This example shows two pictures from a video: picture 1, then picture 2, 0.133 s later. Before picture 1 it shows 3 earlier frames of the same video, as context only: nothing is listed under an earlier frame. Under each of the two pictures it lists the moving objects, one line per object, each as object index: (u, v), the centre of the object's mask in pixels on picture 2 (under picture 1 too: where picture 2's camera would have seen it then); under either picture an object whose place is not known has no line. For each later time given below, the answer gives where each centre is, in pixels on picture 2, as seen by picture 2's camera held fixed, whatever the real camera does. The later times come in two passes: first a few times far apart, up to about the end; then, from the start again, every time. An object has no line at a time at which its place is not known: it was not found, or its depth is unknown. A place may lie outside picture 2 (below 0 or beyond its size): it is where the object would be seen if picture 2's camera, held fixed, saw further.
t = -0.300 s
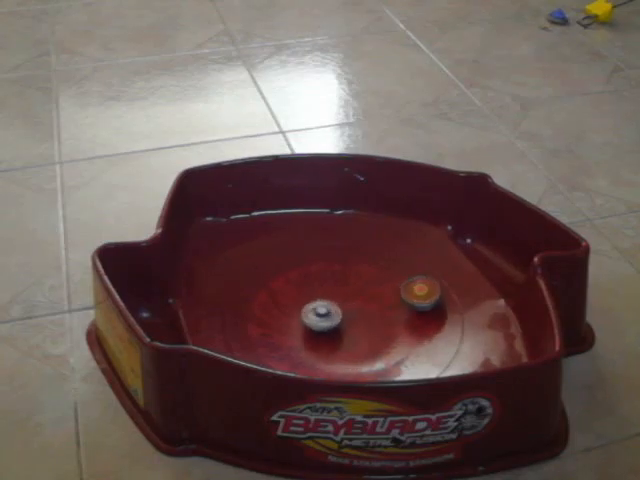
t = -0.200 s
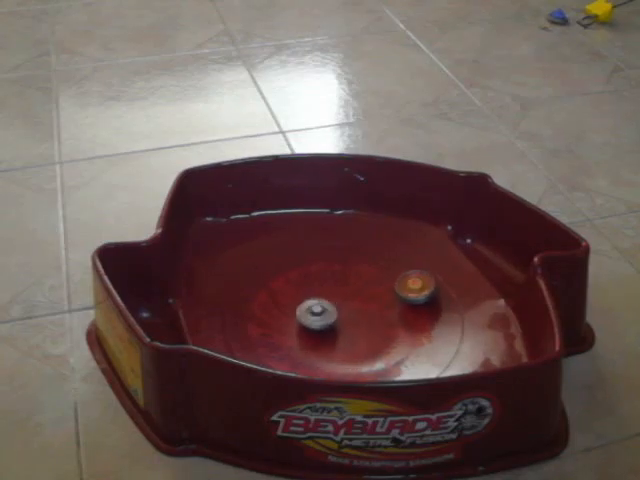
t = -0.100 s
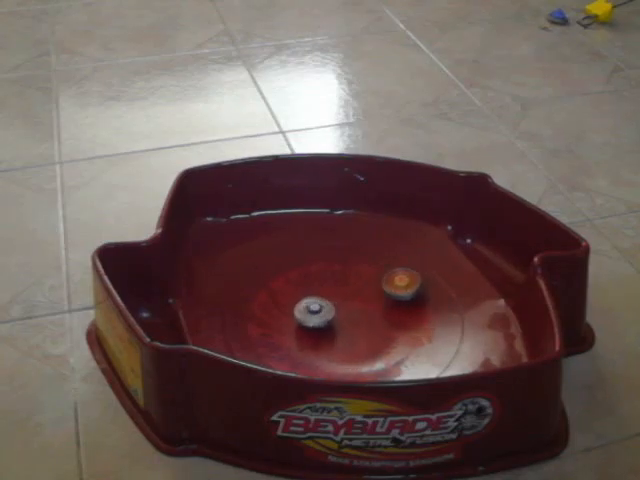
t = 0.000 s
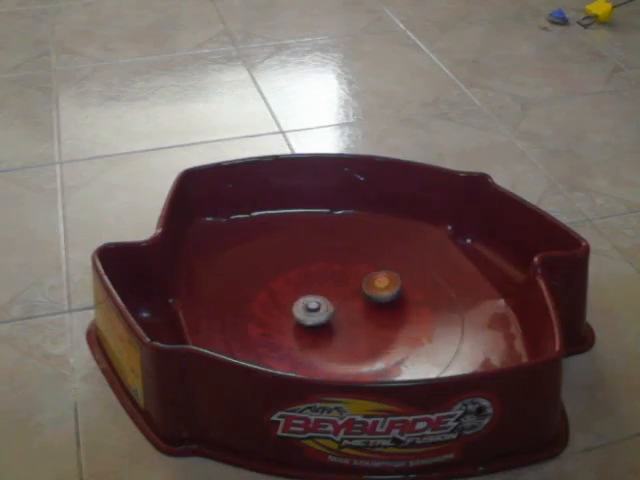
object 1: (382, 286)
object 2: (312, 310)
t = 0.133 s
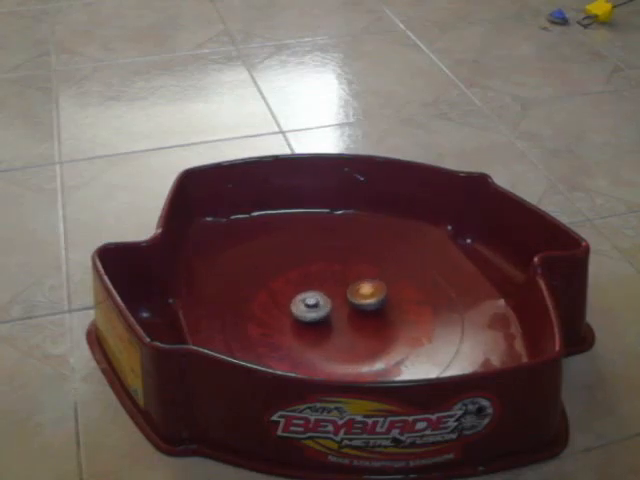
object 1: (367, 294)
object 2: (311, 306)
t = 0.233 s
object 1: (362, 302)
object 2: (309, 302)
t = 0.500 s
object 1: (343, 322)
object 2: (316, 294)
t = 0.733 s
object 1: (320, 332)
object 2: (331, 289)
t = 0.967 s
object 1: (300, 338)
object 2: (352, 293)
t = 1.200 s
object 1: (305, 338)
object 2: (358, 299)
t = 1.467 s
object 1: (305, 324)
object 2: (359, 304)
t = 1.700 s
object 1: (309, 307)
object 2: (360, 307)
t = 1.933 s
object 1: (320, 290)
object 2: (360, 307)
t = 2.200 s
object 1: (330, 279)
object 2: (356, 307)
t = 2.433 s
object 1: (335, 281)
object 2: (359, 310)
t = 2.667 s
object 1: (342, 282)
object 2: (367, 321)
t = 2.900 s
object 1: (357, 290)
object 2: (367, 332)
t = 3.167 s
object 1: (376, 300)
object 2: (359, 338)
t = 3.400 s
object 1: (385, 311)
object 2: (350, 337)
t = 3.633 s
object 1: (384, 322)
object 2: (339, 330)
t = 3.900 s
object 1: (377, 331)
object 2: (336, 313)
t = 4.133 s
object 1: (365, 335)
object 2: (344, 299)
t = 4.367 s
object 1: (349, 333)
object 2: (362, 290)
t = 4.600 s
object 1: (335, 325)
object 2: (383, 299)
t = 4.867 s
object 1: (323, 313)
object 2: (374, 311)
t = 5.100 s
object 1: (284, 291)
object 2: (396, 319)
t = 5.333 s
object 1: (254, 287)
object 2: (412, 331)
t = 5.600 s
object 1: (271, 305)
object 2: (377, 332)
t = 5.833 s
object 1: (311, 310)
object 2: (353, 317)
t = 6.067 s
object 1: (297, 306)
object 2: (387, 302)
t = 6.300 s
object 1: (316, 308)
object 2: (370, 292)
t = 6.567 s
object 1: (337, 313)
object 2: (364, 288)
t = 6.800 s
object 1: (352, 320)
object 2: (344, 289)
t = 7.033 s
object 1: (361, 327)
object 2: (329, 285)
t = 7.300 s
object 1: (364, 335)
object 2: (329, 290)
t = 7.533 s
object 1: (363, 340)
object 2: (320, 298)
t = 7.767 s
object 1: (359, 340)
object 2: (314, 301)
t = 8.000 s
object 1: (353, 336)
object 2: (310, 306)
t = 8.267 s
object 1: (346, 326)
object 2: (306, 310)
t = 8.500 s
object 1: (351, 320)
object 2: (294, 308)
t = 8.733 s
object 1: (364, 315)
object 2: (306, 298)
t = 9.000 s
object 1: (379, 312)
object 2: (325, 306)
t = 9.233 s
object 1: (390, 311)
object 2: (333, 315)
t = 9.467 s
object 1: (395, 308)
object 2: (335, 320)
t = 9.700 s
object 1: (390, 303)
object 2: (336, 325)
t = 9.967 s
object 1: (380, 303)
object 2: (334, 327)
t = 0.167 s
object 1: (365, 297)
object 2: (310, 305)
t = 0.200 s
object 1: (364, 299)
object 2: (309, 304)
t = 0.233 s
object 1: (362, 302)
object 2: (309, 302)
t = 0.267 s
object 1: (360, 305)
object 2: (308, 301)
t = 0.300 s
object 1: (358, 308)
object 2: (309, 300)
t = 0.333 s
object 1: (356, 310)
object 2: (310, 298)
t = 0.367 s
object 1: (354, 313)
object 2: (312, 297)
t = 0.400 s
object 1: (352, 316)
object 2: (313, 296)
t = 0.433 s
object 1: (349, 318)
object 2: (314, 295)
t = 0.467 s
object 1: (347, 320)
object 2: (315, 294)
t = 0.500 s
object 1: (343, 322)
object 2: (316, 294)
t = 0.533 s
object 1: (340, 324)
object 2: (317, 293)
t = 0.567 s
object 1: (338, 326)
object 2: (319, 292)
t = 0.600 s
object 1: (334, 327)
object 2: (321, 292)
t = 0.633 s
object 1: (331, 329)
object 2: (322, 291)
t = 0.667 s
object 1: (327, 330)
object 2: (325, 290)
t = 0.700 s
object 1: (324, 331)
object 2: (328, 289)
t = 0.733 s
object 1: (320, 332)
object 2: (331, 289)
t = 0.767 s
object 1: (317, 333)
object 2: (334, 288)
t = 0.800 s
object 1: (313, 334)
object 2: (338, 288)
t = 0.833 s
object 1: (309, 335)
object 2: (342, 289)
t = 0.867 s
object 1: (306, 336)
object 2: (345, 290)
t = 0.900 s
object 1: (303, 337)
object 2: (348, 291)
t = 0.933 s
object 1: (302, 337)
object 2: (349, 292)
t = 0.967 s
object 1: (300, 338)
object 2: (352, 293)
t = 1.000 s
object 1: (300, 338)
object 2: (353, 295)
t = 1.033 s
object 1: (300, 339)
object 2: (355, 295)
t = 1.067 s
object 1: (300, 340)
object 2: (356, 296)
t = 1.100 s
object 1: (301, 340)
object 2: (357, 297)
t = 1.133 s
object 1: (302, 340)
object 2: (358, 298)
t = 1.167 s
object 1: (304, 339)
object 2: (358, 298)
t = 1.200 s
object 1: (305, 338)
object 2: (358, 299)
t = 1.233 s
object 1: (306, 338)
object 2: (358, 300)
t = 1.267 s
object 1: (306, 337)
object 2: (358, 301)
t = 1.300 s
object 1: (306, 336)
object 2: (358, 302)
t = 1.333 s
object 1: (307, 333)
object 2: (358, 302)
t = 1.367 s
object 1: (306, 331)
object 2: (359, 303)
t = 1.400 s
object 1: (306, 329)
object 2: (359, 303)
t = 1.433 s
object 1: (305, 326)
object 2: (359, 304)
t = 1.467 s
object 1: (305, 324)
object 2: (359, 304)
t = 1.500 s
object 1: (305, 322)
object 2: (359, 305)
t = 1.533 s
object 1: (305, 319)
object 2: (360, 305)
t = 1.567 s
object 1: (306, 316)
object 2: (360, 306)
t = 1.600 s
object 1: (306, 314)
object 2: (360, 306)
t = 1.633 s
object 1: (307, 311)
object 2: (360, 307)
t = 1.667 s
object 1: (308, 309)
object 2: (360, 307)
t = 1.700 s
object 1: (309, 307)
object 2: (360, 307)
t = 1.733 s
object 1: (310, 304)
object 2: (360, 307)
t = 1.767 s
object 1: (311, 301)
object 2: (360, 307)
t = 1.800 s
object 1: (313, 299)
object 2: (360, 307)
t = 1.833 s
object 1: (314, 296)
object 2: (360, 307)
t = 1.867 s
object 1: (316, 294)
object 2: (360, 307)
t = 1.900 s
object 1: (318, 292)
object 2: (360, 307)
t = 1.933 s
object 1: (320, 290)
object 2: (360, 307)
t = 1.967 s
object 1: (322, 288)
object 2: (359, 307)
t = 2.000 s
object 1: (324, 286)
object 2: (359, 307)
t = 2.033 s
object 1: (325, 285)
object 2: (358, 306)
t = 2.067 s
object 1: (326, 284)
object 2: (358, 306)
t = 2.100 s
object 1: (327, 282)
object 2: (357, 306)
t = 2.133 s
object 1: (328, 281)
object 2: (356, 306)
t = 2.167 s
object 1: (329, 281)
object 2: (356, 306)
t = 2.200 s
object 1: (330, 279)
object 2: (356, 307)
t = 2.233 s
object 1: (330, 279)
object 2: (357, 308)
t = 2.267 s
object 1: (330, 278)
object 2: (357, 308)
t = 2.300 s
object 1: (331, 278)
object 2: (357, 309)
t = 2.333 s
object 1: (331, 279)
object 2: (357, 309)
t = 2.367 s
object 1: (332, 280)
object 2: (358, 310)
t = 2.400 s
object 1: (333, 280)
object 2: (358, 310)
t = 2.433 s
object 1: (335, 281)
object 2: (359, 310)
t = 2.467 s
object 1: (336, 281)
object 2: (359, 310)
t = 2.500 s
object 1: (338, 282)
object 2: (359, 310)
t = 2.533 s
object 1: (339, 281)
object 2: (361, 313)
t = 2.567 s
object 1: (340, 280)
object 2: (363, 316)
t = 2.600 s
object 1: (341, 280)
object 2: (365, 317)
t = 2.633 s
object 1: (342, 281)
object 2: (366, 319)
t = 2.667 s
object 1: (342, 282)
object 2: (367, 321)
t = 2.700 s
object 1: (344, 283)
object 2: (368, 323)
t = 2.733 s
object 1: (345, 284)
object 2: (368, 325)
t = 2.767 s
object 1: (348, 285)
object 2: (368, 326)
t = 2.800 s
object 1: (349, 286)
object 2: (369, 328)
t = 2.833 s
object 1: (352, 288)
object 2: (368, 330)
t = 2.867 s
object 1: (355, 289)
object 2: (368, 331)
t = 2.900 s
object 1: (357, 290)
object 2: (367, 332)
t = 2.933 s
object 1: (360, 291)
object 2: (367, 333)
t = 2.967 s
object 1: (363, 292)
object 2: (366, 334)
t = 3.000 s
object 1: (365, 293)
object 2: (365, 335)
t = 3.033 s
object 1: (368, 295)
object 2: (363, 335)
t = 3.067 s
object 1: (370, 296)
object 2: (363, 337)
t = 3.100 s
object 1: (372, 298)
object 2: (361, 337)
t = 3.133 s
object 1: (374, 299)
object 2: (360, 338)
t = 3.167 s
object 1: (376, 300)
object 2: (359, 338)
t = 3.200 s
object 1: (377, 302)
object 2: (358, 338)
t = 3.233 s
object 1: (379, 304)
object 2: (357, 339)
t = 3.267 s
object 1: (381, 305)
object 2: (356, 339)
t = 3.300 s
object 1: (382, 306)
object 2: (354, 339)
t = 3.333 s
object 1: (383, 308)
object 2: (353, 338)
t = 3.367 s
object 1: (384, 309)
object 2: (351, 337)
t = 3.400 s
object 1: (385, 311)
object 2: (350, 337)
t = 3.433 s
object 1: (385, 313)
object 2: (348, 336)
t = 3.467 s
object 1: (385, 314)
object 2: (347, 335)
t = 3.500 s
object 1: (385, 316)
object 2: (346, 334)
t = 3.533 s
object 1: (386, 317)
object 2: (344, 333)
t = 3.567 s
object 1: (385, 319)
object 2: (343, 332)
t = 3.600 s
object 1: (385, 320)
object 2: (341, 331)
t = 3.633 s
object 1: (384, 322)
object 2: (339, 330)
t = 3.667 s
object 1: (384, 323)
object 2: (338, 328)
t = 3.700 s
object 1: (383, 324)
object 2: (336, 326)
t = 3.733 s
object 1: (382, 325)
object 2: (335, 324)
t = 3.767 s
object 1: (381, 327)
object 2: (334, 322)
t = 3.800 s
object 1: (381, 328)
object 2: (334, 319)
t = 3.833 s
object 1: (379, 329)
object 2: (335, 317)
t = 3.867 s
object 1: (378, 330)
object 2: (335, 315)
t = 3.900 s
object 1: (377, 331)
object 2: (336, 313)
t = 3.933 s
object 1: (375, 332)
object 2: (337, 311)
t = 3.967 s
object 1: (373, 332)
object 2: (337, 309)
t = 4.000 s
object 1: (372, 333)
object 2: (338, 306)
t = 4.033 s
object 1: (371, 334)
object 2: (339, 305)
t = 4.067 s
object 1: (369, 334)
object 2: (341, 303)
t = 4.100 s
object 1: (367, 335)
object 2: (342, 301)
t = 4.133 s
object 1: (365, 335)
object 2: (344, 299)
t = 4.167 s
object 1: (363, 335)
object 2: (346, 297)
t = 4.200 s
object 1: (361, 335)
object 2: (349, 296)
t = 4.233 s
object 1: (358, 335)
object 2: (351, 295)
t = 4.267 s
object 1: (356, 335)
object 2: (354, 293)
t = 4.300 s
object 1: (354, 334)
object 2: (356, 292)
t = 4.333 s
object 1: (352, 334)
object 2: (359, 291)
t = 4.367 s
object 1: (349, 333)
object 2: (362, 290)
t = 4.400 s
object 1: (347, 332)
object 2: (365, 290)
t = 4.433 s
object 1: (345, 332)
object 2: (369, 290)
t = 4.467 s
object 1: (343, 331)
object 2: (373, 291)
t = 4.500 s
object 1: (341, 329)
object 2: (376, 293)
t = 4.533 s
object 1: (339, 328)
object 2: (380, 295)
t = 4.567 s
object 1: (337, 327)
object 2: (382, 297)
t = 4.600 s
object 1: (335, 325)
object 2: (383, 299)
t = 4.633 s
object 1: (333, 325)
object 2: (383, 302)
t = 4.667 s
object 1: (331, 323)
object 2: (383, 304)
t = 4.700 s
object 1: (330, 321)
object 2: (381, 305)
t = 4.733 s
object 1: (328, 320)
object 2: (380, 307)
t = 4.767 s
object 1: (327, 318)
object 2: (379, 307)
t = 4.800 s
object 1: (325, 317)
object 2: (377, 309)
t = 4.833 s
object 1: (324, 315)
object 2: (375, 310)
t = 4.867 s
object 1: (323, 313)
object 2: (374, 311)
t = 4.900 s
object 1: (322, 312)
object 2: (371, 312)
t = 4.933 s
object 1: (321, 310)
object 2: (368, 312)
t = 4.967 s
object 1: (320, 308)
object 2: (365, 312)
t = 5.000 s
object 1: (320, 306)
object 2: (363, 312)
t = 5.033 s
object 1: (317, 304)
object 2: (364, 313)
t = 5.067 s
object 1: (298, 298)
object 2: (381, 316)
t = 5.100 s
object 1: (284, 291)
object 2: (396, 319)
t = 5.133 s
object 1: (273, 286)
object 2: (407, 320)
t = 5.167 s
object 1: (266, 284)
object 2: (415, 321)
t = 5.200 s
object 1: (262, 283)
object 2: (417, 322)
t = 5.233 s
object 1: (259, 284)
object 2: (418, 324)
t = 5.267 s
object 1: (256, 285)
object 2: (417, 326)
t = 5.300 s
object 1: (255, 286)
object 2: (415, 328)
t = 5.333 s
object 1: (254, 287)
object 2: (412, 331)
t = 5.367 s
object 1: (254, 289)
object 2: (408, 335)
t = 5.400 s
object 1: (254, 291)
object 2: (403, 337)
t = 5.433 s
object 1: (255, 292)
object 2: (398, 338)
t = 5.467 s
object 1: (257, 294)
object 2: (392, 339)
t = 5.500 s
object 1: (260, 296)
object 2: (388, 338)
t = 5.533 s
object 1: (262, 299)
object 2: (383, 337)
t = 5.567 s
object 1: (266, 302)
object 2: (381, 334)
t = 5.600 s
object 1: (271, 305)
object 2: (377, 332)
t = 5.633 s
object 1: (277, 307)
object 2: (374, 330)
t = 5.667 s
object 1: (282, 310)
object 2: (370, 328)
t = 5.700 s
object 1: (288, 311)
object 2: (367, 325)
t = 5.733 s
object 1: (294, 312)
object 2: (363, 323)
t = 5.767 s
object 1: (300, 311)
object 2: (360, 321)
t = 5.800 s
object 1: (305, 311)
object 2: (356, 320)
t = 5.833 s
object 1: (311, 310)
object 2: (353, 317)
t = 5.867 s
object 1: (303, 308)
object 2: (362, 316)
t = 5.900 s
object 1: (297, 307)
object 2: (371, 314)
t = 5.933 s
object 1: (293, 306)
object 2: (378, 311)
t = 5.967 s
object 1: (292, 305)
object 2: (383, 308)
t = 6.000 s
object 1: (293, 305)
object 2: (385, 306)
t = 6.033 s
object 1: (295, 305)
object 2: (387, 303)
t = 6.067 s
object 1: (297, 306)
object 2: (387, 302)
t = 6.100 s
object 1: (300, 306)
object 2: (386, 301)
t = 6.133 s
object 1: (302, 306)
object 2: (383, 300)
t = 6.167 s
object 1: (305, 307)
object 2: (380, 299)
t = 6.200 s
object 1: (308, 307)
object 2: (378, 298)
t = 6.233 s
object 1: (311, 308)
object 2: (375, 296)
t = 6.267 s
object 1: (313, 308)
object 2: (373, 294)
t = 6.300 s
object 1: (316, 308)
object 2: (370, 292)
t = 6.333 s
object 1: (319, 309)
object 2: (368, 290)
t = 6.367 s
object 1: (322, 310)
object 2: (367, 288)
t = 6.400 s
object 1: (325, 310)
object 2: (366, 287)
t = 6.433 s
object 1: (328, 311)
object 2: (366, 287)
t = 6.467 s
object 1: (330, 311)
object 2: (366, 287)
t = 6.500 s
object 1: (332, 312)
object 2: (365, 287)
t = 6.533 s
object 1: (335, 312)
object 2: (365, 287)
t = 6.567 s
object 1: (337, 313)
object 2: (364, 288)
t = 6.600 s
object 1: (339, 315)
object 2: (363, 288)
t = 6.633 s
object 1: (341, 315)
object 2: (361, 288)
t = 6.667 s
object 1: (344, 316)
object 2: (358, 289)
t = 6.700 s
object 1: (346, 318)
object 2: (355, 289)
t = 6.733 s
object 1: (348, 319)
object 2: (351, 289)
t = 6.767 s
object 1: (350, 319)
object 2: (347, 290)
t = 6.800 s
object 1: (352, 320)
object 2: (344, 289)
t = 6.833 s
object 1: (353, 321)
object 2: (340, 289)
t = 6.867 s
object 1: (355, 322)
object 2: (338, 289)
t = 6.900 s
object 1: (356, 323)
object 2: (334, 288)
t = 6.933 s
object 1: (357, 324)
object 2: (332, 287)
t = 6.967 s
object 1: (359, 325)
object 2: (330, 286)
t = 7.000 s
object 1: (359, 326)
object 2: (329, 285)
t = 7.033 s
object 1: (361, 327)
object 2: (329, 285)
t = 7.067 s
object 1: (361, 328)
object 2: (329, 285)
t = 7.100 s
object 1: (362, 329)
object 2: (329, 285)
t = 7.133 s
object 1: (362, 330)
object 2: (330, 286)
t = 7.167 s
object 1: (363, 331)
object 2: (331, 286)
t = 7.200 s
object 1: (363, 332)
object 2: (330, 287)
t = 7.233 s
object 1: (364, 333)
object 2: (331, 289)
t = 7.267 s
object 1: (364, 334)
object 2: (330, 289)
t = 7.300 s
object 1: (364, 335)
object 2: (329, 290)
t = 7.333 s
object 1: (364, 336)
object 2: (328, 292)
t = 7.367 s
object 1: (364, 337)
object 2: (327, 293)
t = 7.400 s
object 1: (364, 337)
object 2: (325, 294)
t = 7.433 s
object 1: (364, 337)
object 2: (323, 296)
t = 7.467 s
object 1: (364, 339)
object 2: (322, 297)
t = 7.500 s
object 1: (364, 339)
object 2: (320, 297)
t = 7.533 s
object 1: (363, 340)
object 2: (320, 298)
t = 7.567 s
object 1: (363, 340)
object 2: (319, 299)
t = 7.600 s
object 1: (363, 340)
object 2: (318, 299)
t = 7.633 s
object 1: (362, 340)
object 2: (317, 300)
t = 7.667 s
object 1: (362, 340)
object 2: (316, 300)
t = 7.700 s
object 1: (361, 340)
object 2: (316, 301)
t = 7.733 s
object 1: (361, 340)
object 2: (315, 300)
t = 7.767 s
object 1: (359, 340)
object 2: (314, 301)
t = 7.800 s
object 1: (359, 340)
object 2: (313, 302)
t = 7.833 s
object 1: (358, 340)
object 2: (313, 303)
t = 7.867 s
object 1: (357, 339)
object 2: (312, 303)
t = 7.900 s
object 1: (356, 339)
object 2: (312, 304)
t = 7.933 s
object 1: (354, 338)
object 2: (311, 304)
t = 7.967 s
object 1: (354, 337)
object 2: (311, 304)
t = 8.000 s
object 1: (353, 336)
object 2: (310, 306)
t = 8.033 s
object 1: (352, 336)
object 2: (310, 306)
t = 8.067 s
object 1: (351, 334)
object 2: (309, 307)
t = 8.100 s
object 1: (350, 333)
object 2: (309, 308)
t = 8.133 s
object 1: (349, 331)
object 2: (308, 308)
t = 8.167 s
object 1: (348, 330)
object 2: (308, 309)
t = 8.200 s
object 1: (347, 329)
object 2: (307, 309)
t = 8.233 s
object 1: (346, 328)
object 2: (307, 310)
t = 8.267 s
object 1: (346, 326)
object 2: (306, 310)
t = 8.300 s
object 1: (345, 325)
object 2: (305, 311)
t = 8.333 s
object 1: (345, 324)
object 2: (305, 312)
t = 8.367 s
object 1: (344, 322)
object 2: (304, 312)
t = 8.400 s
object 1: (344, 321)
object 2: (303, 312)
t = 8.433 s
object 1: (347, 321)
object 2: (300, 311)
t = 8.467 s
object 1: (349, 320)
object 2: (296, 309)
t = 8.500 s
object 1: (351, 320)
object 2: (294, 308)
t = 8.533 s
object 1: (353, 319)
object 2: (293, 307)
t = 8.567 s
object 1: (355, 319)
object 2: (294, 305)
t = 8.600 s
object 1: (357, 318)
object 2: (294, 302)
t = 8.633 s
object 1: (358, 317)
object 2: (297, 300)
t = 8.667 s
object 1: (360, 317)
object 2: (300, 299)
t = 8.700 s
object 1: (362, 316)
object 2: (302, 299)
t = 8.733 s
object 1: (364, 315)
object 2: (306, 298)
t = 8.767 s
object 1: (366, 315)
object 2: (309, 299)
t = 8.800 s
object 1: (368, 314)
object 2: (312, 299)
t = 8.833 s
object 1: (369, 314)
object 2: (315, 300)
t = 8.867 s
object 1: (371, 313)
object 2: (317, 301)
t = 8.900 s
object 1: (374, 313)
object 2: (320, 302)
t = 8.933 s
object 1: (375, 313)
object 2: (322, 303)
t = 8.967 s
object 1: (377, 313)
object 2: (324, 304)
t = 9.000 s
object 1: (379, 312)
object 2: (325, 306)
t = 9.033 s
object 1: (381, 312)
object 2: (328, 307)
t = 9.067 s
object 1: (383, 312)
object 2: (329, 308)
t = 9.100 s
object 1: (384, 312)
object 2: (330, 310)
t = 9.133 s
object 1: (386, 311)
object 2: (331, 311)
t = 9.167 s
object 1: (387, 311)
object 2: (332, 312)
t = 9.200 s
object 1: (389, 311)
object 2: (333, 313)
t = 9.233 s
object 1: (390, 311)
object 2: (333, 315)
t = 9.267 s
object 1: (392, 311)
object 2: (333, 315)
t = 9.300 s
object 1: (392, 311)
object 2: (333, 316)
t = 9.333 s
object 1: (393, 310)
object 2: (334, 317)
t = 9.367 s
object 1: (394, 310)
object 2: (334, 317)
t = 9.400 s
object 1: (395, 309)
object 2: (334, 319)
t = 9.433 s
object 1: (395, 309)
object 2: (335, 319)
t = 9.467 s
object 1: (395, 308)
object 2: (335, 320)
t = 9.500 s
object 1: (395, 307)
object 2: (335, 321)
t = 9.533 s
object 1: (395, 307)
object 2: (335, 321)
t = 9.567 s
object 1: (394, 306)
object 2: (335, 322)
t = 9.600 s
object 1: (393, 305)
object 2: (336, 322)
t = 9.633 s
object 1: (392, 305)
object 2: (336, 323)
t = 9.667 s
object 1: (391, 304)
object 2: (336, 324)
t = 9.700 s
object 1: (390, 303)
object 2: (336, 325)
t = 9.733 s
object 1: (389, 303)
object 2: (336, 326)
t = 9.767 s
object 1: (389, 303)
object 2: (337, 326)
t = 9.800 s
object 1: (387, 303)
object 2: (336, 326)
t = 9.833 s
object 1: (386, 303)
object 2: (336, 327)
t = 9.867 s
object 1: (385, 303)
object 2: (336, 327)
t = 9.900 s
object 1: (383, 303)
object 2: (335, 328)
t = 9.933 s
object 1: (382, 303)
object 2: (335, 327)
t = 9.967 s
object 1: (380, 303)
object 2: (334, 327)
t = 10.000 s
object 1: (379, 303)
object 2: (334, 327)
